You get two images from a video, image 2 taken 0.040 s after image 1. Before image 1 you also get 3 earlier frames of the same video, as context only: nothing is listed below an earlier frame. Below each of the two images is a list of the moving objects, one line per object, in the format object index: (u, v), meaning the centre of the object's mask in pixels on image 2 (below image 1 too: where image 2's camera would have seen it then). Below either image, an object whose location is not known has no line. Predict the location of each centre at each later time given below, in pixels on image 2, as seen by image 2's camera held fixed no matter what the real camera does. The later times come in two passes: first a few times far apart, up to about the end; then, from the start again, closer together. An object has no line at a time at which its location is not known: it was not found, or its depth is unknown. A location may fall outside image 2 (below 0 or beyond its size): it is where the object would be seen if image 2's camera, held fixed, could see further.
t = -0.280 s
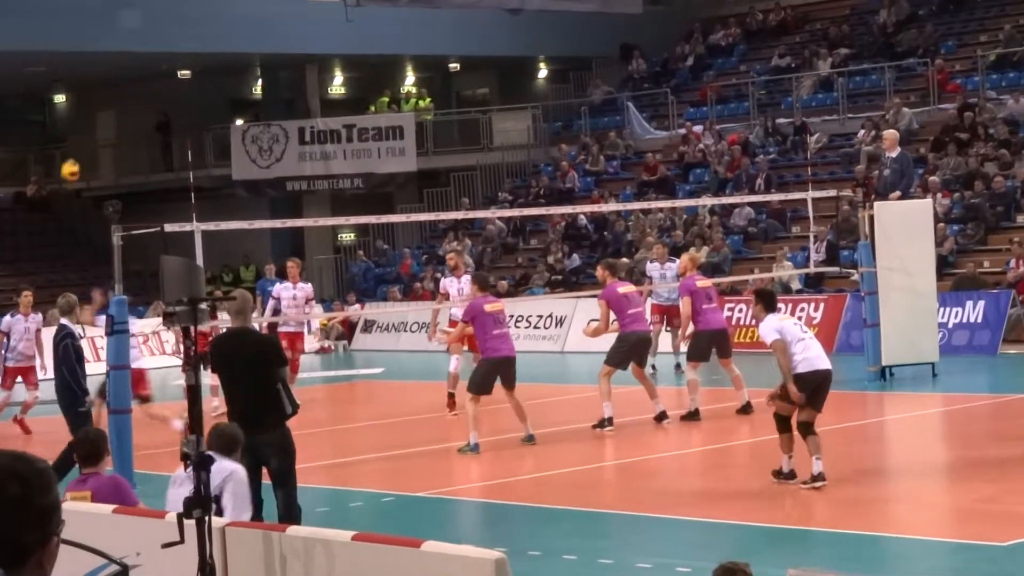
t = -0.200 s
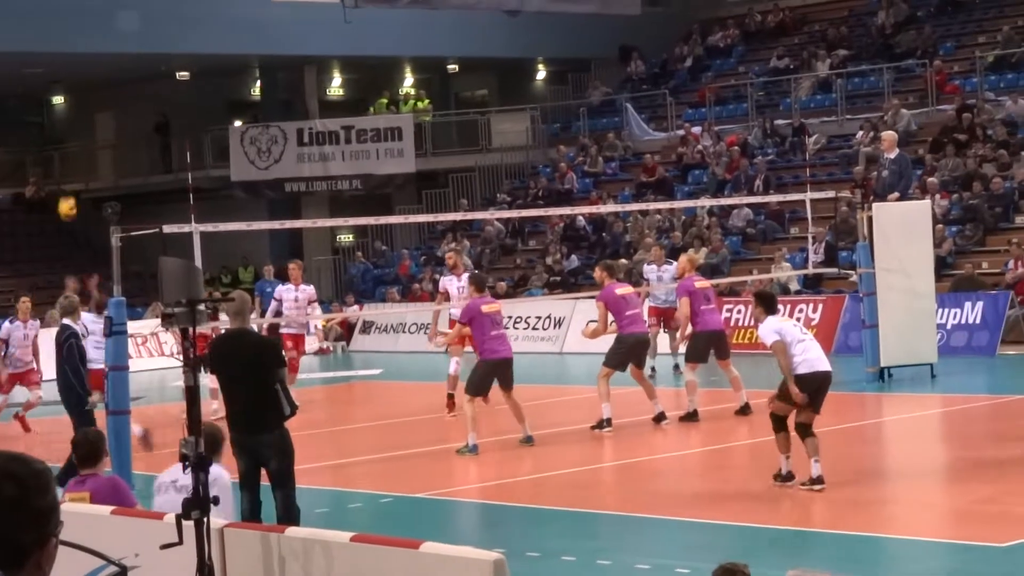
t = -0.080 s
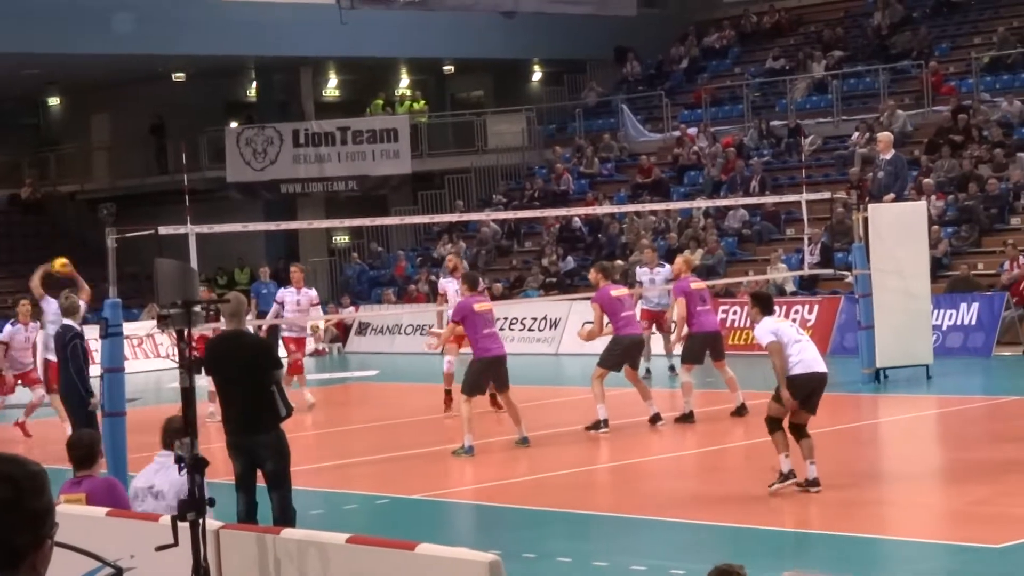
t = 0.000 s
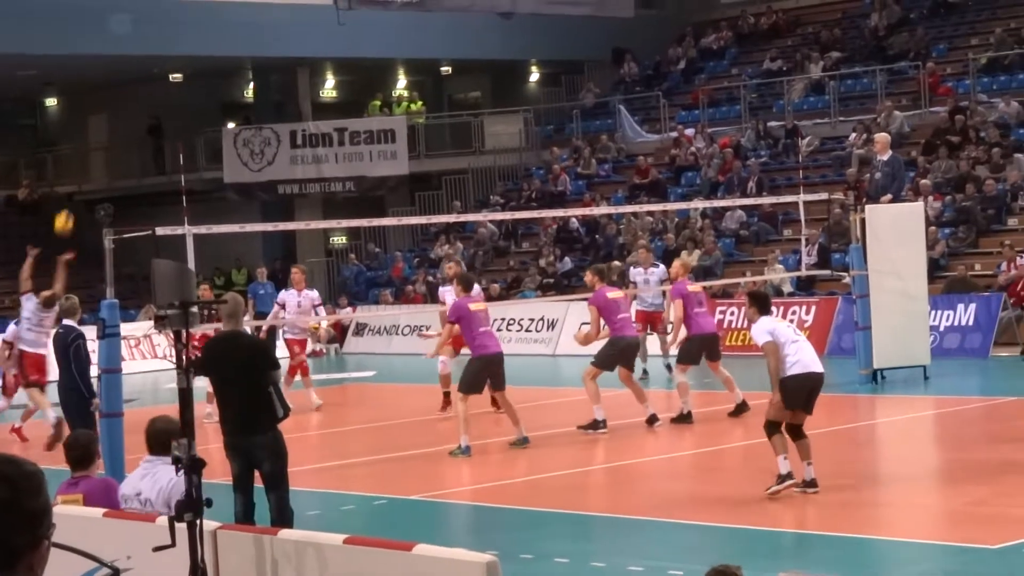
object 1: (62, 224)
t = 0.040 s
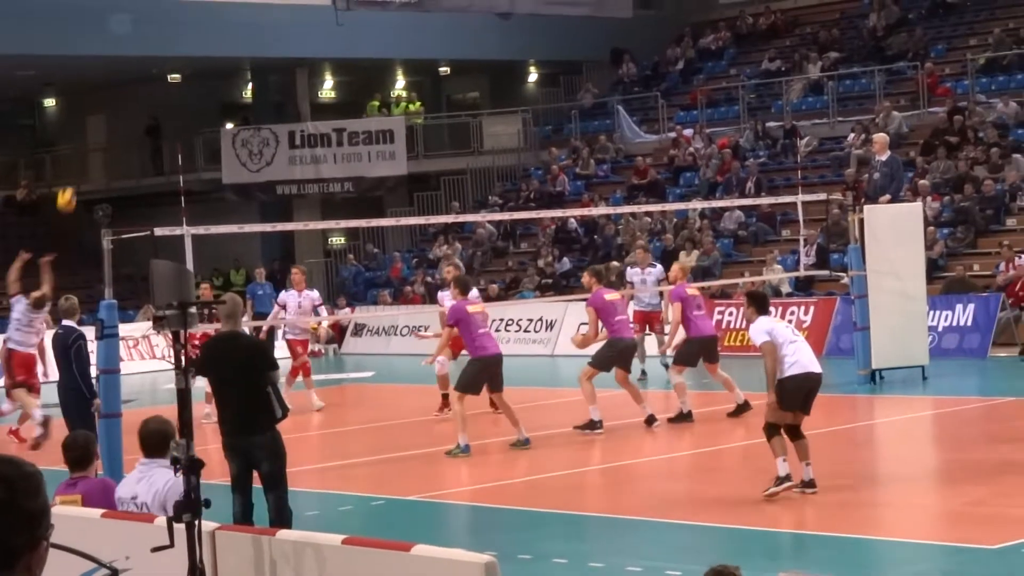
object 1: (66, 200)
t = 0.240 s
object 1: (88, 100)
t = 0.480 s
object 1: (117, 28)
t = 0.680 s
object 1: (144, 5)
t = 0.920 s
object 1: (179, 25)
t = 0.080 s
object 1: (71, 176)
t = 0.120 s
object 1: (74, 155)
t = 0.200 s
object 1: (84, 118)
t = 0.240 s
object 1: (88, 100)
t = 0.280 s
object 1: (93, 86)
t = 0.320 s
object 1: (98, 70)
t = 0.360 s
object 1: (103, 59)
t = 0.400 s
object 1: (108, 47)
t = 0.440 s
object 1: (112, 37)
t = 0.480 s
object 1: (117, 28)
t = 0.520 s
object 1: (122, 20)
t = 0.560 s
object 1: (128, 15)
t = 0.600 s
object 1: (133, 9)
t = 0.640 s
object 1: (138, 7)
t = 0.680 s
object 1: (144, 5)
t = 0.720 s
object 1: (149, 5)
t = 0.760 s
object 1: (155, 6)
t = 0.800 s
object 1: (161, 8)
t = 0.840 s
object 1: (166, 12)
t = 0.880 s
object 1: (172, 17)
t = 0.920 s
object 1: (179, 25)
